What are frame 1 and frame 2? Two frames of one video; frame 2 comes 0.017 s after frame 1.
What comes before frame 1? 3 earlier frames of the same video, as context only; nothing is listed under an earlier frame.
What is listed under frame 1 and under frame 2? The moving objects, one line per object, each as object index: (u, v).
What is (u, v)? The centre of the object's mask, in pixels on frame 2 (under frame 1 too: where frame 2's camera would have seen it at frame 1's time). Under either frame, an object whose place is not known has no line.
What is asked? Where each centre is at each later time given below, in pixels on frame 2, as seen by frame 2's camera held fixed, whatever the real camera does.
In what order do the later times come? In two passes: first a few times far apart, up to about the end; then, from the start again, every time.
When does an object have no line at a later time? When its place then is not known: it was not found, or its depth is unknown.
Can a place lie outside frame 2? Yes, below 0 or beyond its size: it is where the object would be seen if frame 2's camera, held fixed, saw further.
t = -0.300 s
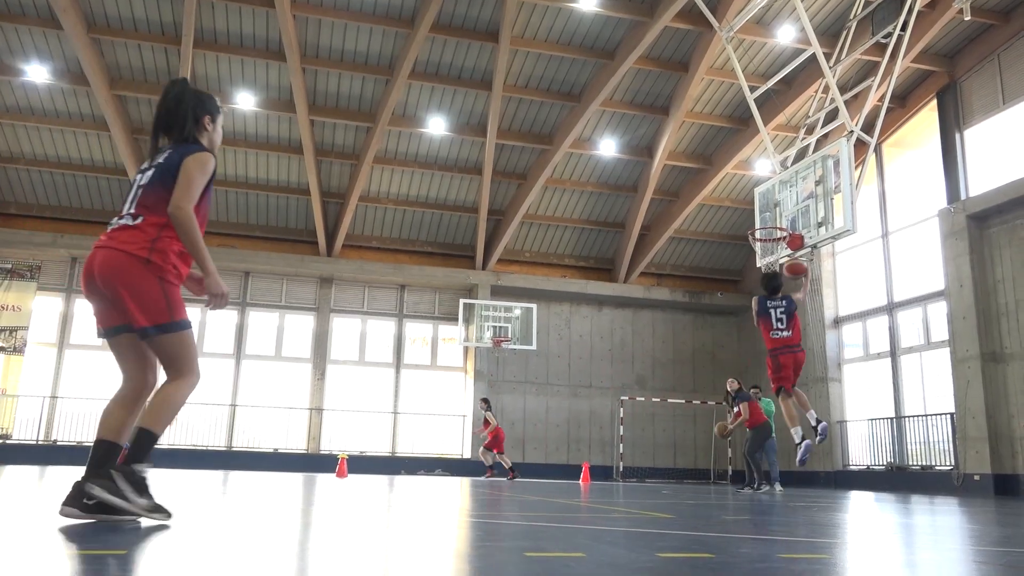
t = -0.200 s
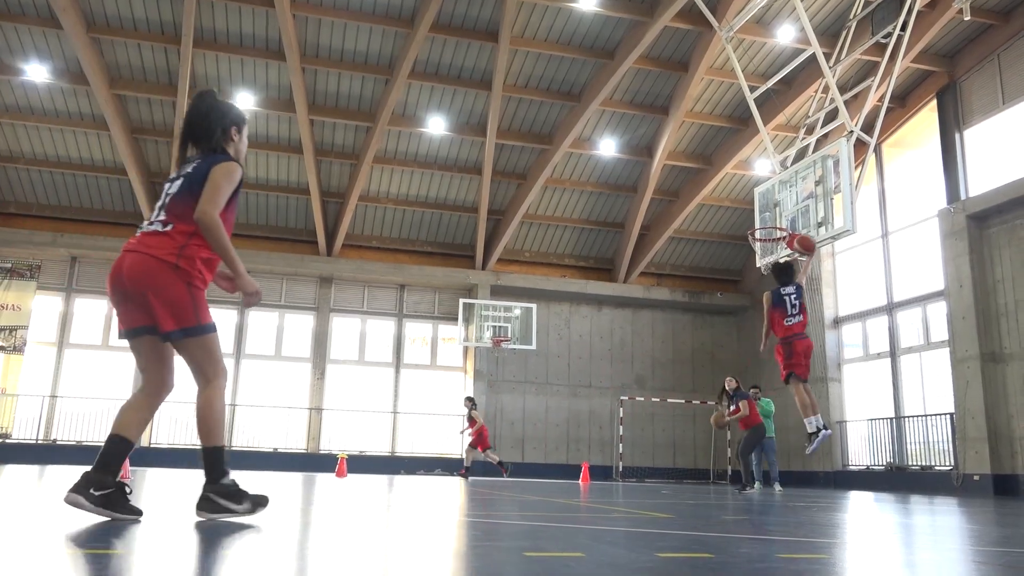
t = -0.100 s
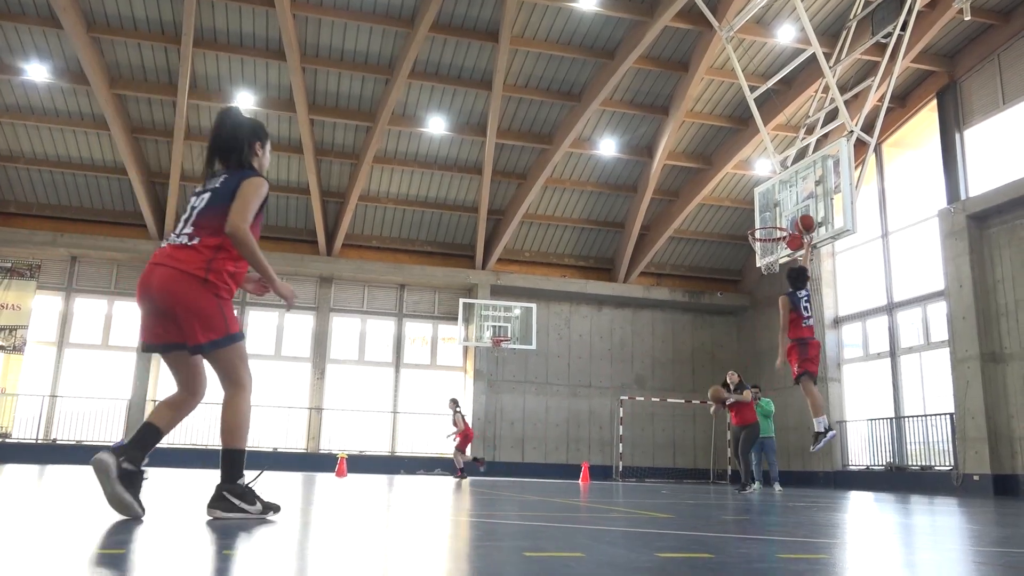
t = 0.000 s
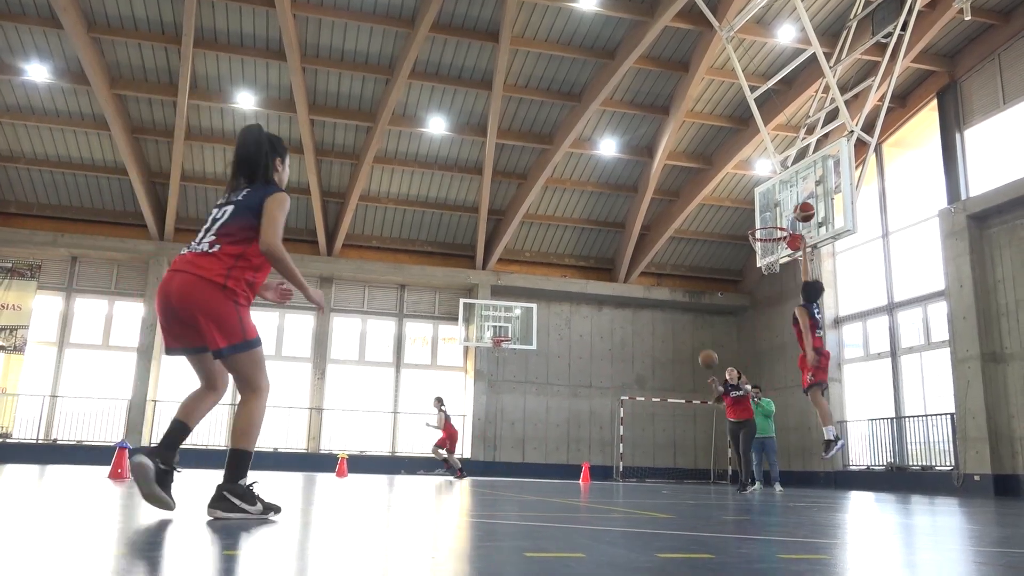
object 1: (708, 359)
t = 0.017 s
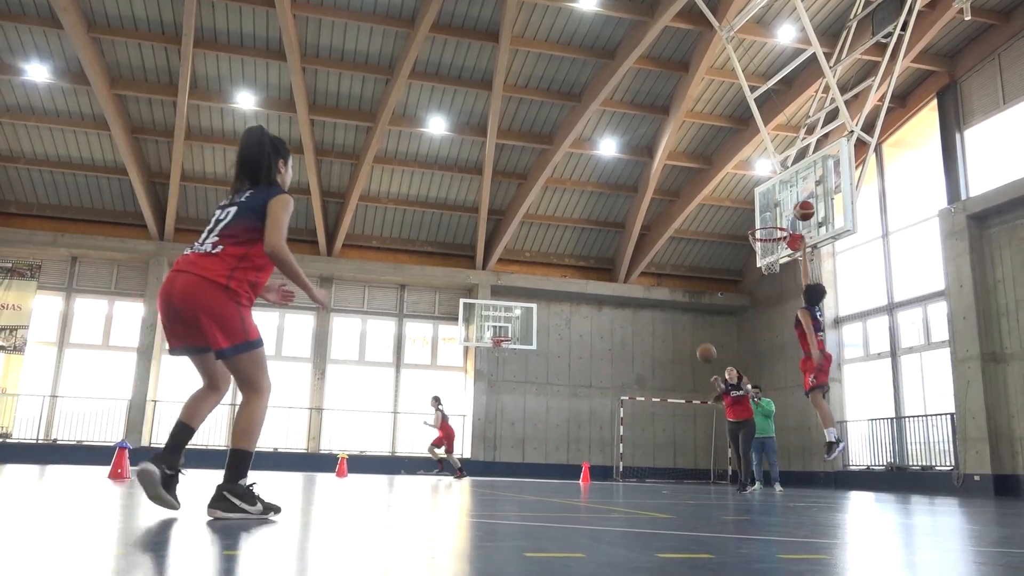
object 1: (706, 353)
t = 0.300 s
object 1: (668, 264)
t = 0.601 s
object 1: (601, 215)
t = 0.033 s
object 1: (704, 347)
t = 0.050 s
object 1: (702, 341)
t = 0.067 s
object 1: (700, 335)
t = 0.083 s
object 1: (698, 329)
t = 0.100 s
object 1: (696, 323)
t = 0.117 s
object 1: (694, 318)
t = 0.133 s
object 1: (692, 312)
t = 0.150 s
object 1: (690, 307)
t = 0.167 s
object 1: (688, 301)
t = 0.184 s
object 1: (685, 296)
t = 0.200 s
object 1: (683, 291)
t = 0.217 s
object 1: (680, 286)
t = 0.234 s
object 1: (678, 281)
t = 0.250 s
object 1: (676, 277)
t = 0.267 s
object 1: (673, 271)
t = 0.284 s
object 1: (670, 267)
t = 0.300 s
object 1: (668, 264)
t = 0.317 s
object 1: (665, 259)
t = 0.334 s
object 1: (662, 255)
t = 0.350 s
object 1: (659, 251)
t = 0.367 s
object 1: (656, 247)
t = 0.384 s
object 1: (653, 243)
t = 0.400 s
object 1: (649, 241)
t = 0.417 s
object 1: (647, 237)
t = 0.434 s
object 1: (643, 234)
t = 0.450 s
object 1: (639, 231)
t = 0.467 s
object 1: (635, 228)
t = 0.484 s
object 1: (632, 225)
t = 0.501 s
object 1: (628, 223)
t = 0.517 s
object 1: (623, 220)
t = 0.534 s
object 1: (619, 219)
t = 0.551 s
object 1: (615, 217)
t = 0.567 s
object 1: (610, 216)
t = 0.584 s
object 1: (606, 215)
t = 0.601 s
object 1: (601, 215)
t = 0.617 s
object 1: (596, 214)
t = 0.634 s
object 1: (591, 214)
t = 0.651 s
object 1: (586, 215)
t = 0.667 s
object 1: (579, 216)
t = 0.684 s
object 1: (574, 217)
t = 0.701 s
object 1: (568, 219)
